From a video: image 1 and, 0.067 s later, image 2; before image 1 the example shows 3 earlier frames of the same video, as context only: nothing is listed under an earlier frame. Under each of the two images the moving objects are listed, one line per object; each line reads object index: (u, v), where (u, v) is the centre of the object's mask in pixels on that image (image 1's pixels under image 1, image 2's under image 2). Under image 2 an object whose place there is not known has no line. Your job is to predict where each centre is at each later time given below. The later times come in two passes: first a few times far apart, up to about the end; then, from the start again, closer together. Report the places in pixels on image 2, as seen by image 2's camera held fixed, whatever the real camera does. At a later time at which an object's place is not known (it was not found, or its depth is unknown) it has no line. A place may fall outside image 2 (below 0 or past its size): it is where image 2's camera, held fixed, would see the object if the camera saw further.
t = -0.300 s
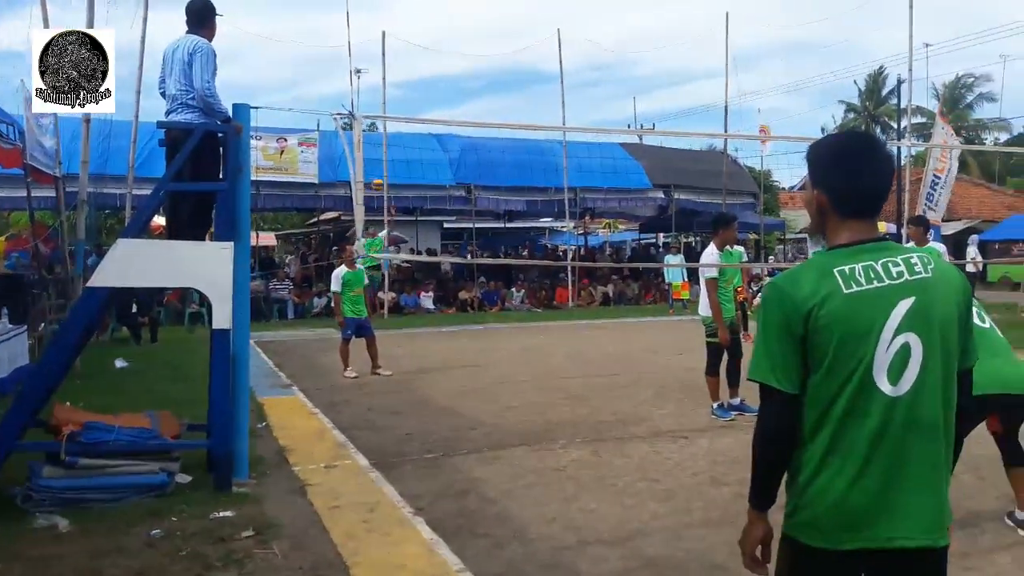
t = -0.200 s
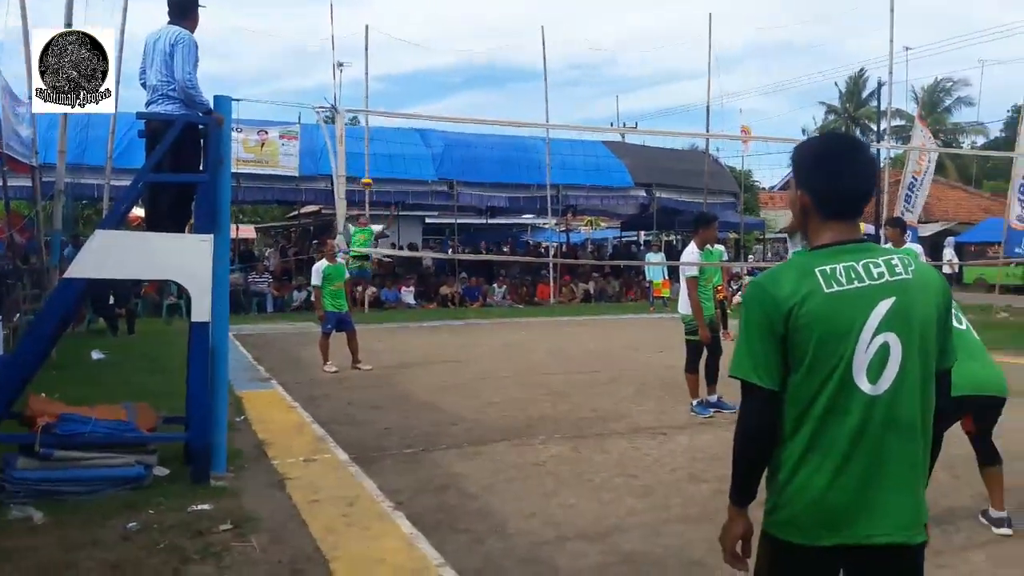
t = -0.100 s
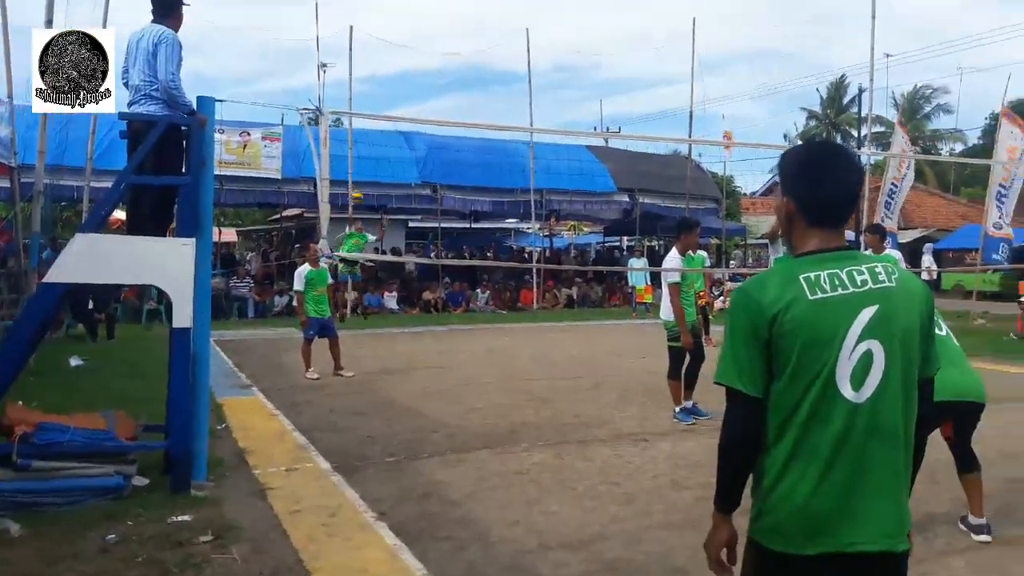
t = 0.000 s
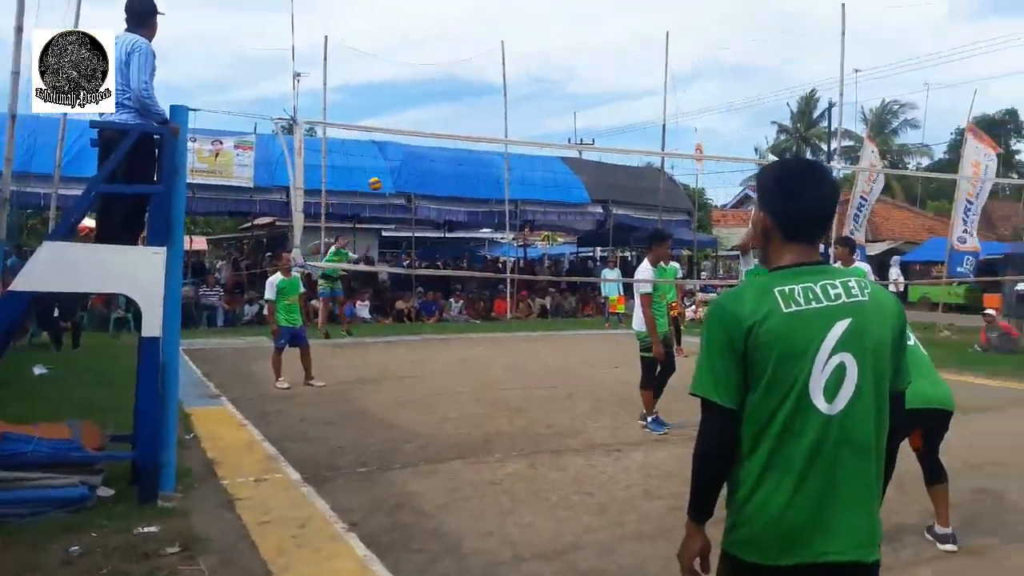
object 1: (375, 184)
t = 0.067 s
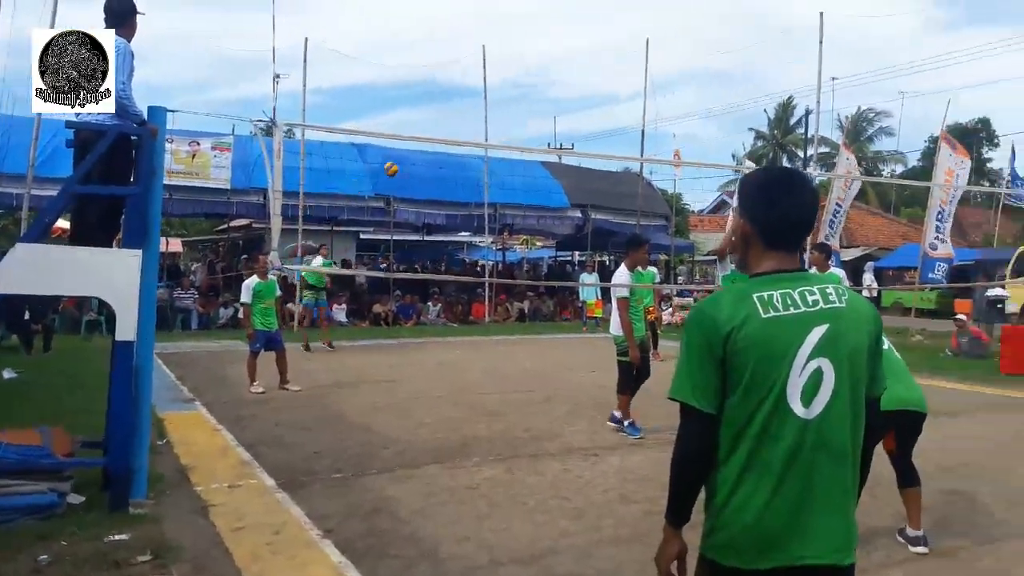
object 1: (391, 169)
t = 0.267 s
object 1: (531, 118)
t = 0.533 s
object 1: (821, 71)
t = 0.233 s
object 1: (505, 126)
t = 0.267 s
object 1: (531, 118)
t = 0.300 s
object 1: (560, 110)
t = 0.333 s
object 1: (590, 102)
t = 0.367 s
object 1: (622, 95)
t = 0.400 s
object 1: (657, 88)
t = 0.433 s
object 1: (694, 82)
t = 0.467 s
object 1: (734, 78)
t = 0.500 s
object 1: (776, 75)
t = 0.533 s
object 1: (821, 71)
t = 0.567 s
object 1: (869, 71)
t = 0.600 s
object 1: (921, 71)
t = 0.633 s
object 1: (979, 74)
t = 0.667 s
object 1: (1040, 79)
